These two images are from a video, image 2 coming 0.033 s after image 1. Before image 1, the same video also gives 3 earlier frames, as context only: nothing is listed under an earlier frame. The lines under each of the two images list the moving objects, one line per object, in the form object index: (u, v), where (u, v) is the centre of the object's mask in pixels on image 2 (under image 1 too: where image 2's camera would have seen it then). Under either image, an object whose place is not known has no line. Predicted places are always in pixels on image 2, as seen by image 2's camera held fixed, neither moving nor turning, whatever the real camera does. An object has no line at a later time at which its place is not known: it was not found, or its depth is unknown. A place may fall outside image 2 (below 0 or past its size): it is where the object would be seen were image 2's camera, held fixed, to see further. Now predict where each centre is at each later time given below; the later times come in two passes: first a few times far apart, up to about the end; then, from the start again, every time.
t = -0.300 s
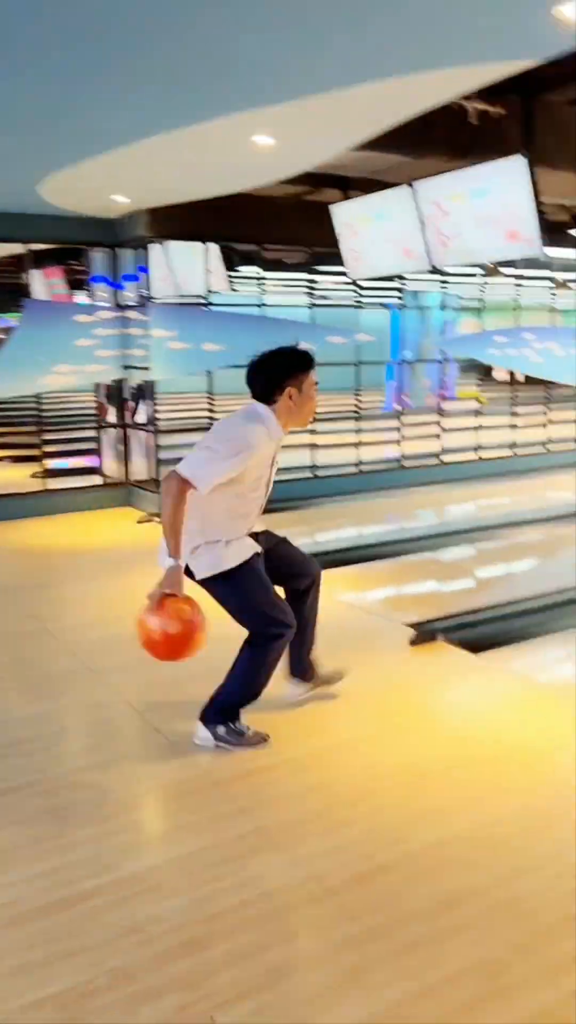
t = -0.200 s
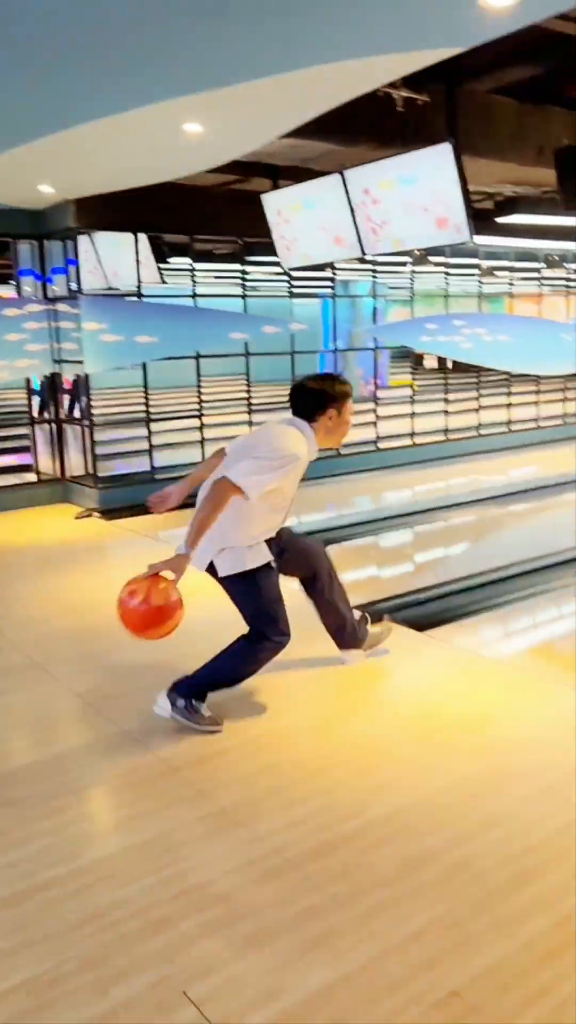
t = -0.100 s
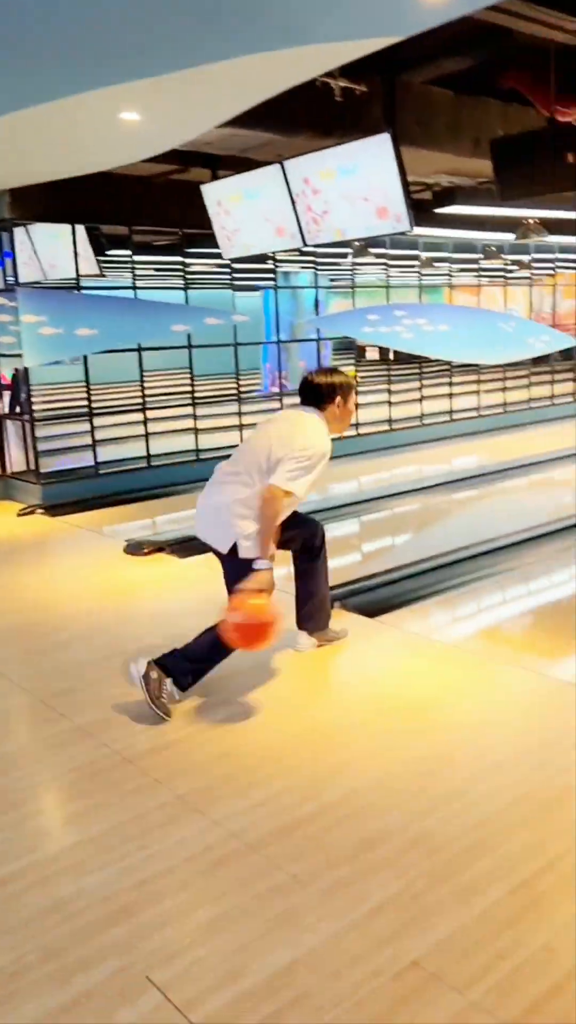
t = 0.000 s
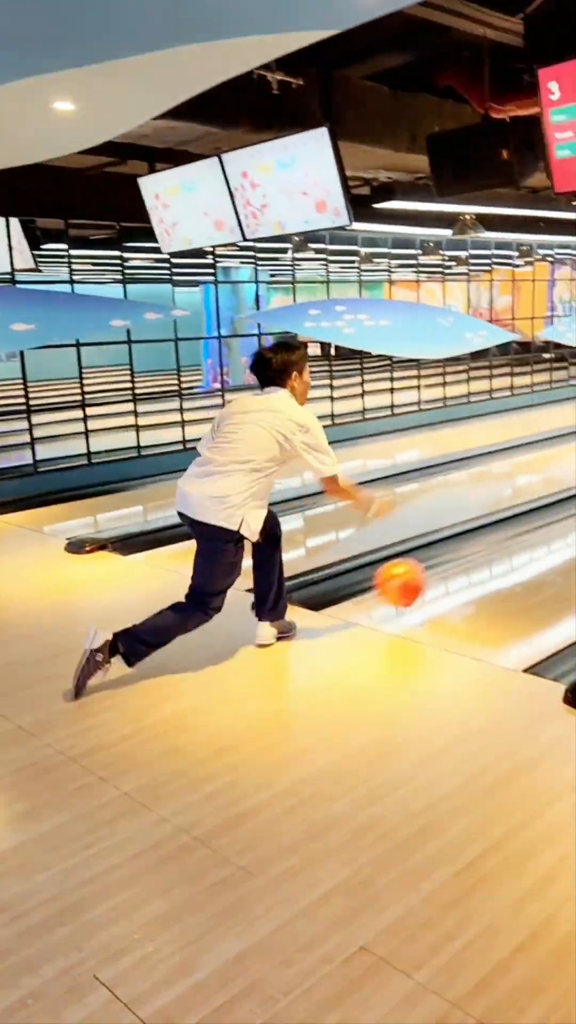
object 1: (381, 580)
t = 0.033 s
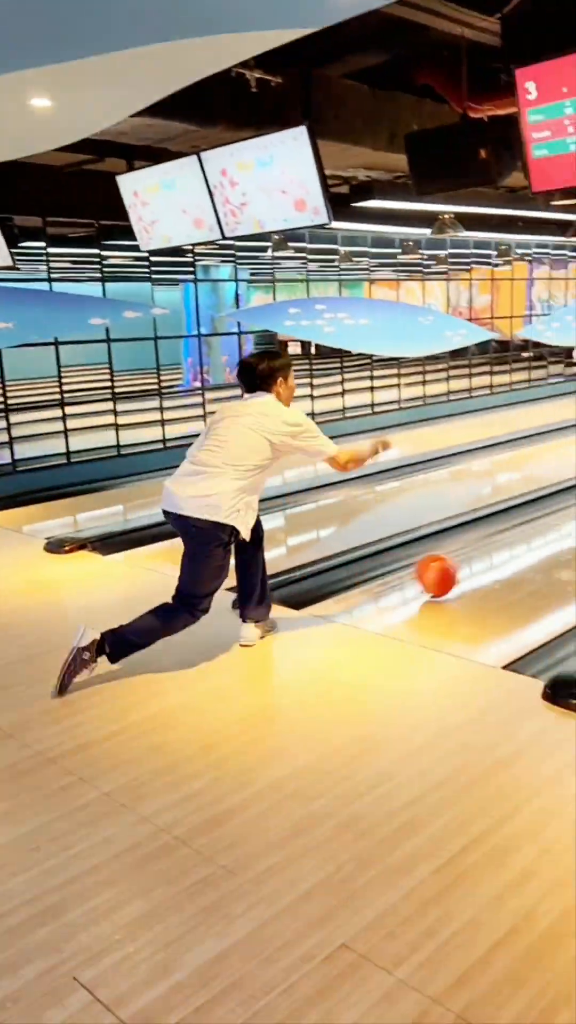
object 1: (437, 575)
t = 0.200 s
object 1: (631, 501)
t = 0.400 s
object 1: (764, 448)
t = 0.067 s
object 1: (485, 557)
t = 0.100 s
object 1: (528, 540)
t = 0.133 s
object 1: (566, 526)
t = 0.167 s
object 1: (600, 513)
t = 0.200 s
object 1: (631, 501)
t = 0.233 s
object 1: (658, 490)
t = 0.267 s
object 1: (683, 479)
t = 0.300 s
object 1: (706, 471)
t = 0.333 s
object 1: (727, 462)
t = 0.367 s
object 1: (746, 455)
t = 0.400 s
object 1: (764, 448)
